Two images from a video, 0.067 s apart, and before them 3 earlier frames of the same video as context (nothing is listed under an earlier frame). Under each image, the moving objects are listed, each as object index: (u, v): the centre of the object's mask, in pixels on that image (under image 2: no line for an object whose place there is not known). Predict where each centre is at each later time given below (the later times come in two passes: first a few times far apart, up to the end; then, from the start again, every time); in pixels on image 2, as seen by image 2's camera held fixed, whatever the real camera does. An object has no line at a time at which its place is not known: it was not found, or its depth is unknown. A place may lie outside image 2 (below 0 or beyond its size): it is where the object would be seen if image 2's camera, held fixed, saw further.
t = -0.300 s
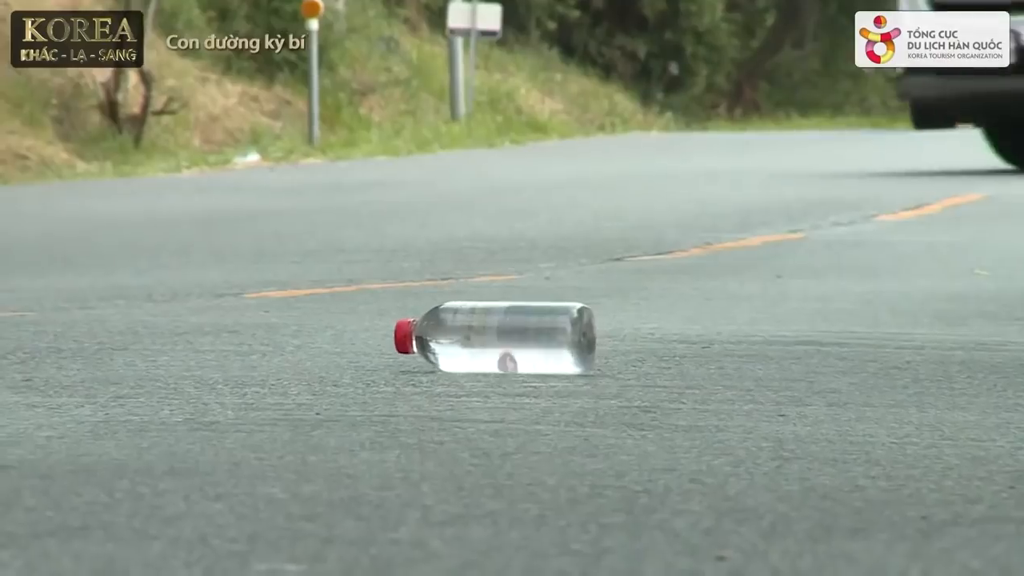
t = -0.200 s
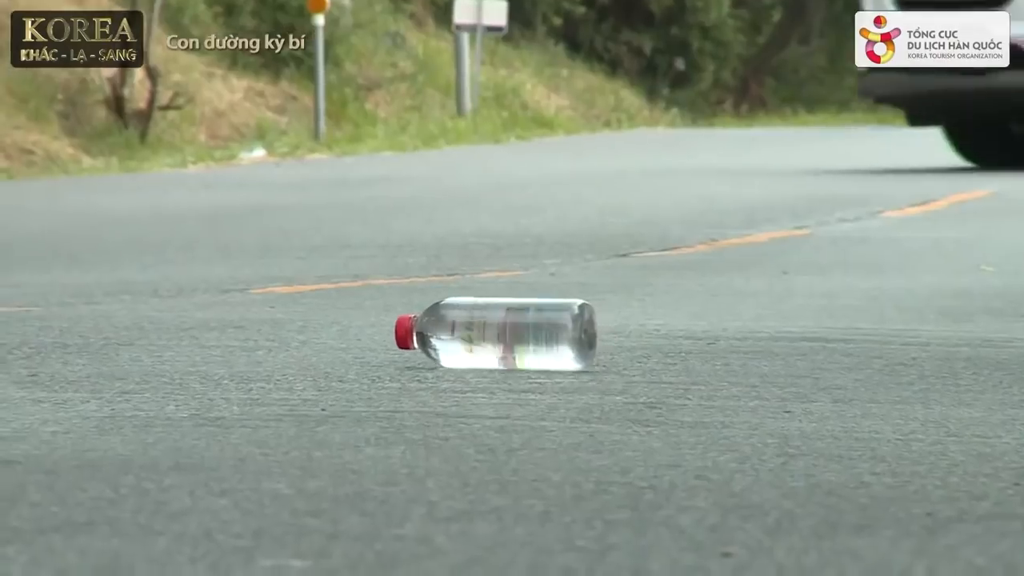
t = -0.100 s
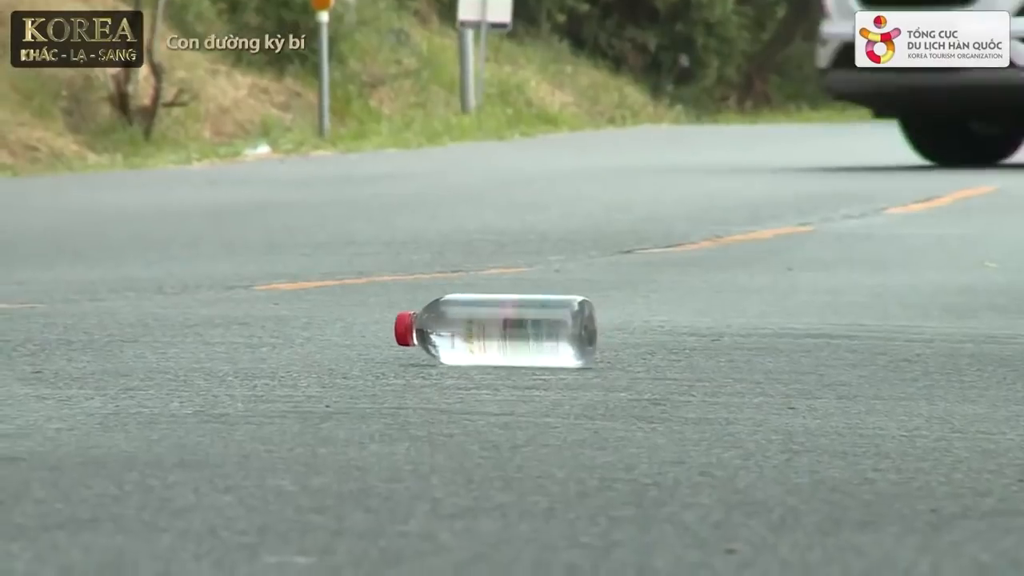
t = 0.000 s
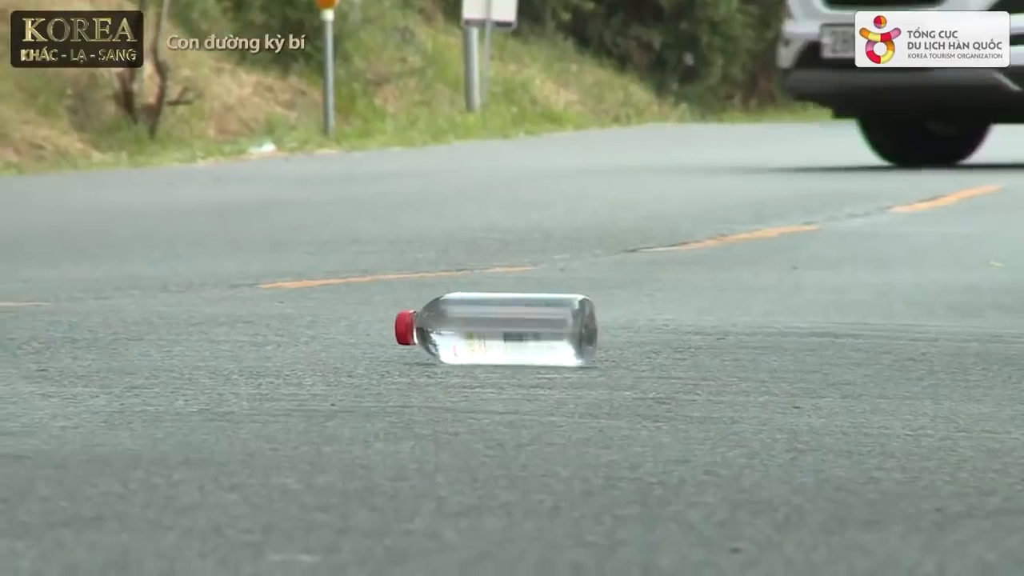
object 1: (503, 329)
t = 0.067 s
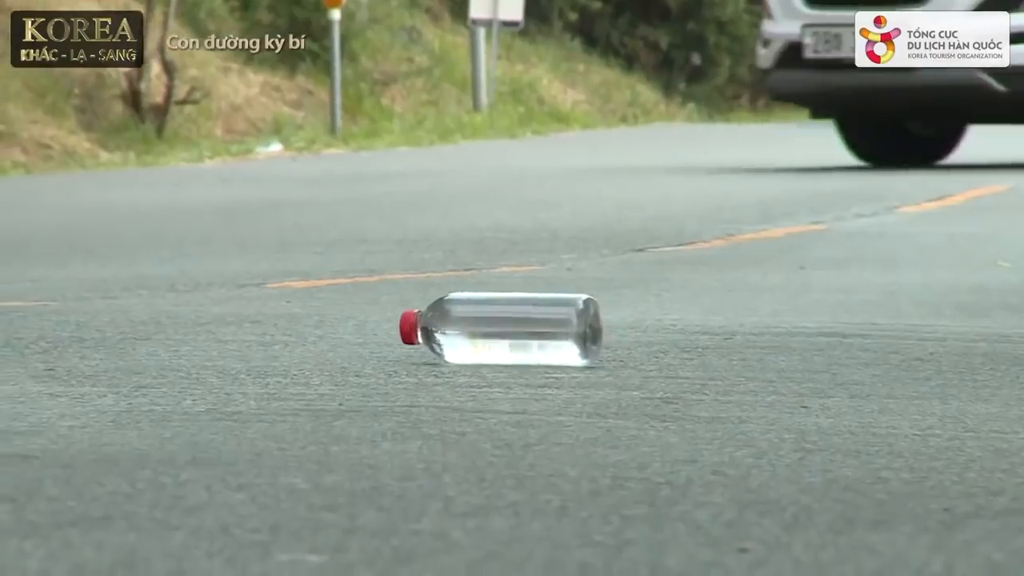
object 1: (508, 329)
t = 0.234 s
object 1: (500, 329)
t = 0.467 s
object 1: (490, 329)
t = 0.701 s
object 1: (479, 330)
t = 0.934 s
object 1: (469, 331)
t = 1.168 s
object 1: (457, 331)
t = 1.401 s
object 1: (446, 331)
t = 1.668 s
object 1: (435, 332)
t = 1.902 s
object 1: (425, 332)
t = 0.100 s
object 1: (507, 329)
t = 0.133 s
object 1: (505, 329)
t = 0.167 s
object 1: (504, 329)
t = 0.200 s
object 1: (502, 329)
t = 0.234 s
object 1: (500, 329)
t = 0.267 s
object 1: (499, 329)
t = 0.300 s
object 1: (498, 329)
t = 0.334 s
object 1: (496, 329)
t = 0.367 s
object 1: (495, 329)
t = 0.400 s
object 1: (493, 329)
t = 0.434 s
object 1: (492, 329)
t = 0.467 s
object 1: (490, 329)
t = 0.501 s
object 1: (489, 330)
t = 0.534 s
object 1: (487, 330)
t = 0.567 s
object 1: (485, 330)
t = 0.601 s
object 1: (484, 330)
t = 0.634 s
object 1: (482, 330)
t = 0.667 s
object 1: (480, 330)
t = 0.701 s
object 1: (479, 330)
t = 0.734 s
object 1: (478, 330)
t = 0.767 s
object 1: (476, 330)
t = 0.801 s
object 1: (475, 330)
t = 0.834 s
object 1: (473, 330)
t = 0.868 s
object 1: (471, 330)
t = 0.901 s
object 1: (470, 330)
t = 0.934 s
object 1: (469, 331)
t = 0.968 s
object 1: (467, 331)
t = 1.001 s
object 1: (465, 331)
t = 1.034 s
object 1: (464, 331)
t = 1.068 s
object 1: (462, 331)
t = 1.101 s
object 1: (460, 331)
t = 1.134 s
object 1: (459, 331)
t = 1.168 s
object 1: (457, 331)
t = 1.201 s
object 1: (455, 331)
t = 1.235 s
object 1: (454, 331)
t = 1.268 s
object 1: (452, 331)
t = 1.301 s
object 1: (451, 331)
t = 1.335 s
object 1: (449, 332)
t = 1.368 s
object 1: (448, 331)
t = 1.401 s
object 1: (446, 331)
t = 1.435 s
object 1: (445, 331)
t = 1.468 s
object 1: (443, 331)
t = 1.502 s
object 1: (442, 332)
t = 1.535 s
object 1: (440, 332)
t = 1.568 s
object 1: (439, 332)
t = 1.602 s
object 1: (438, 332)
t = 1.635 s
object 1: (436, 332)
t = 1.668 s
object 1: (435, 332)
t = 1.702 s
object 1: (433, 332)
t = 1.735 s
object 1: (432, 332)
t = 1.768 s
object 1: (431, 332)
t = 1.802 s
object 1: (429, 332)
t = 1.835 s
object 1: (428, 332)
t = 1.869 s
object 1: (426, 332)
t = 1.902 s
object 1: (425, 332)
